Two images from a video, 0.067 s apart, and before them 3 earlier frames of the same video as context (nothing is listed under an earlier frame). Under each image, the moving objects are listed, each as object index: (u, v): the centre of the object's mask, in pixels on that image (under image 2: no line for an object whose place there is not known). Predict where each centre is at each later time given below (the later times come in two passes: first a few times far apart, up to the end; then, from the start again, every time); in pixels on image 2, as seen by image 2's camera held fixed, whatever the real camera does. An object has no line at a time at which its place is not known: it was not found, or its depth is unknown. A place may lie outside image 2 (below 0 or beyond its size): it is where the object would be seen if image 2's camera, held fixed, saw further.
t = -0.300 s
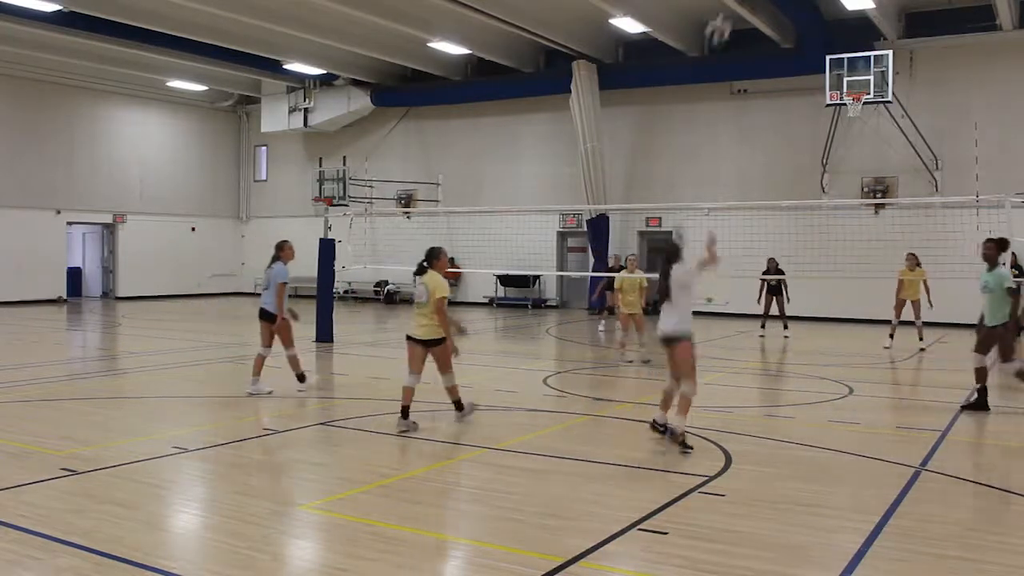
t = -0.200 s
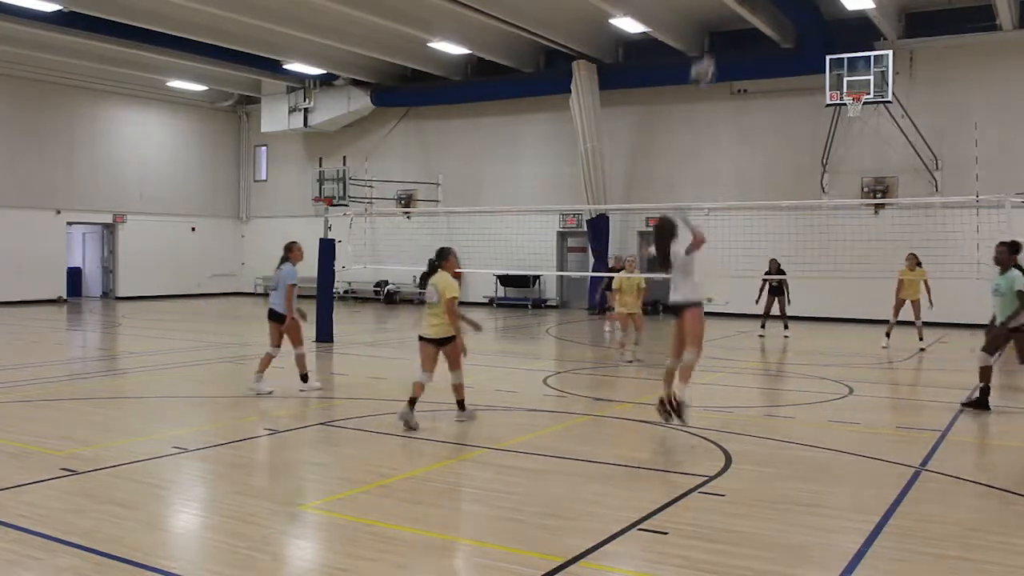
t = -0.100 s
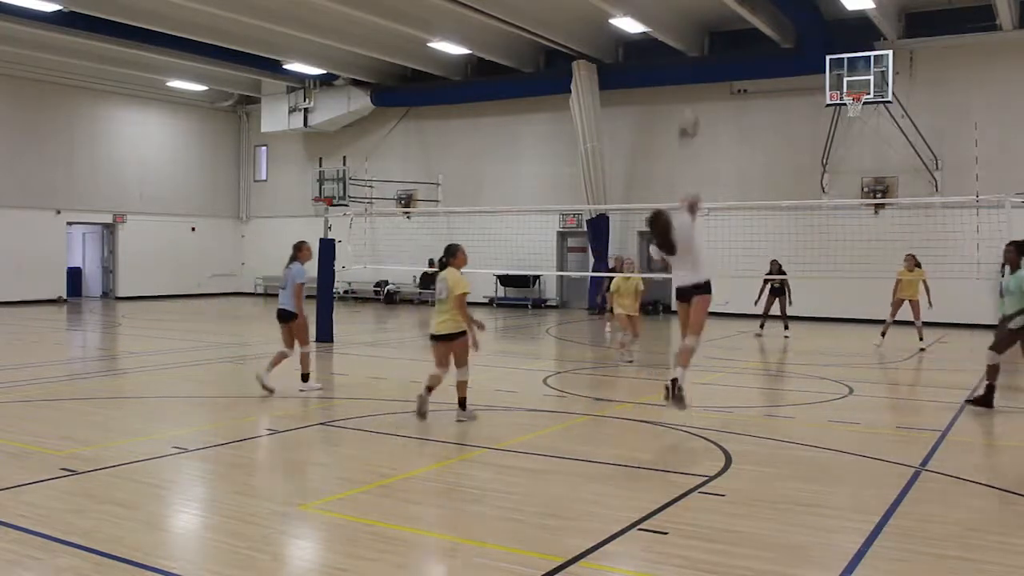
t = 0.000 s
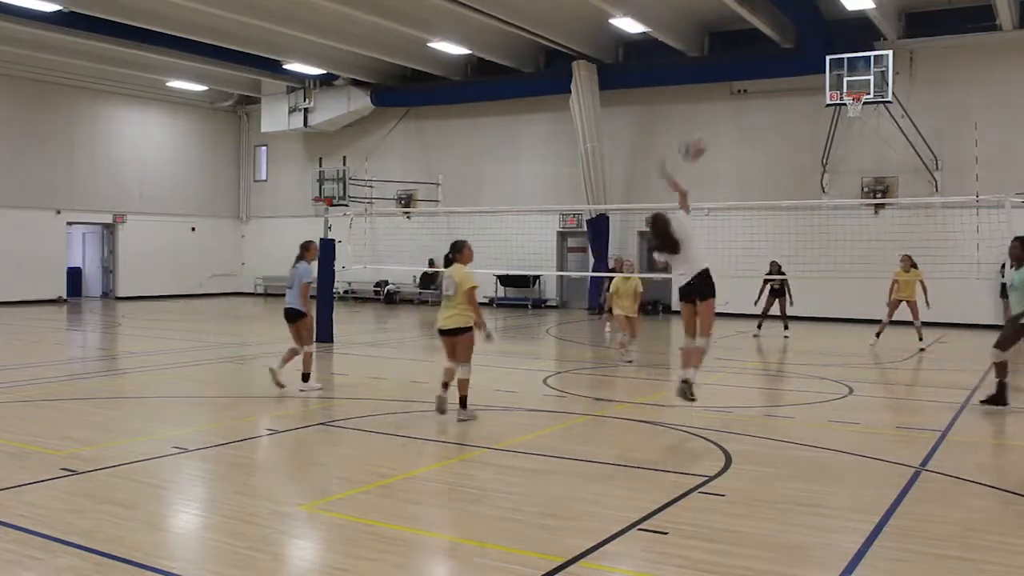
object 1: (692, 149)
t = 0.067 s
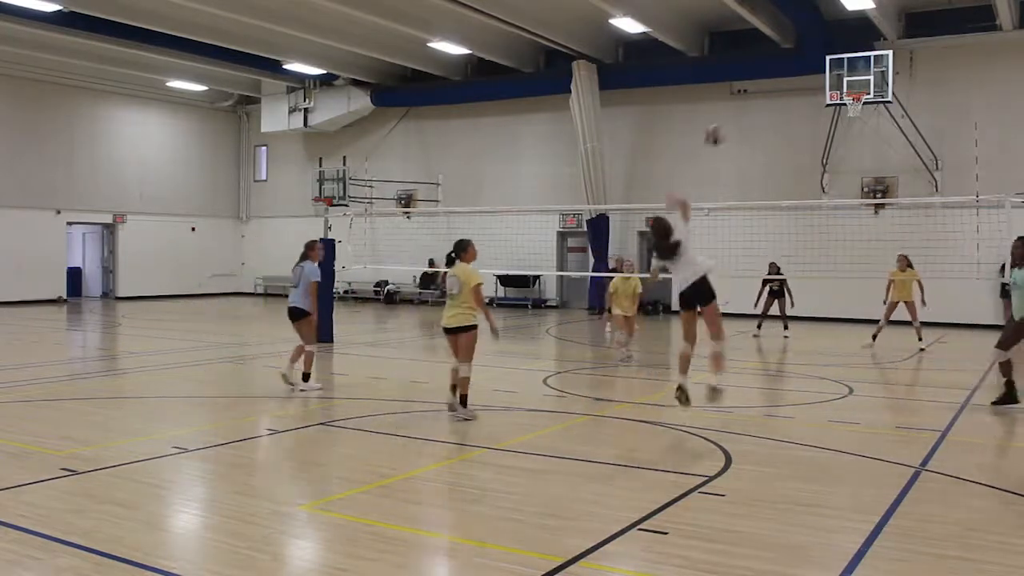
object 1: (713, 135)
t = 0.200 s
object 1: (746, 128)
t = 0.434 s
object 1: (785, 151)
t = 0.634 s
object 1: (807, 194)
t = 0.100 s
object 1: (722, 131)
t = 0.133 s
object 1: (732, 129)
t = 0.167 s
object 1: (739, 128)
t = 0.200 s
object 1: (746, 128)
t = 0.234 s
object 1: (753, 128)
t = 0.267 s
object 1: (759, 131)
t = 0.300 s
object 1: (764, 133)
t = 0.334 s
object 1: (770, 136)
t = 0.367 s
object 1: (776, 140)
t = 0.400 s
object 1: (780, 145)
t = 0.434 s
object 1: (785, 151)
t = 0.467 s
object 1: (789, 157)
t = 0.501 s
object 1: (793, 162)
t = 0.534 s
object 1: (796, 170)
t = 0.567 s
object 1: (799, 180)
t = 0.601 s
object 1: (804, 186)
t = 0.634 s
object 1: (807, 194)
